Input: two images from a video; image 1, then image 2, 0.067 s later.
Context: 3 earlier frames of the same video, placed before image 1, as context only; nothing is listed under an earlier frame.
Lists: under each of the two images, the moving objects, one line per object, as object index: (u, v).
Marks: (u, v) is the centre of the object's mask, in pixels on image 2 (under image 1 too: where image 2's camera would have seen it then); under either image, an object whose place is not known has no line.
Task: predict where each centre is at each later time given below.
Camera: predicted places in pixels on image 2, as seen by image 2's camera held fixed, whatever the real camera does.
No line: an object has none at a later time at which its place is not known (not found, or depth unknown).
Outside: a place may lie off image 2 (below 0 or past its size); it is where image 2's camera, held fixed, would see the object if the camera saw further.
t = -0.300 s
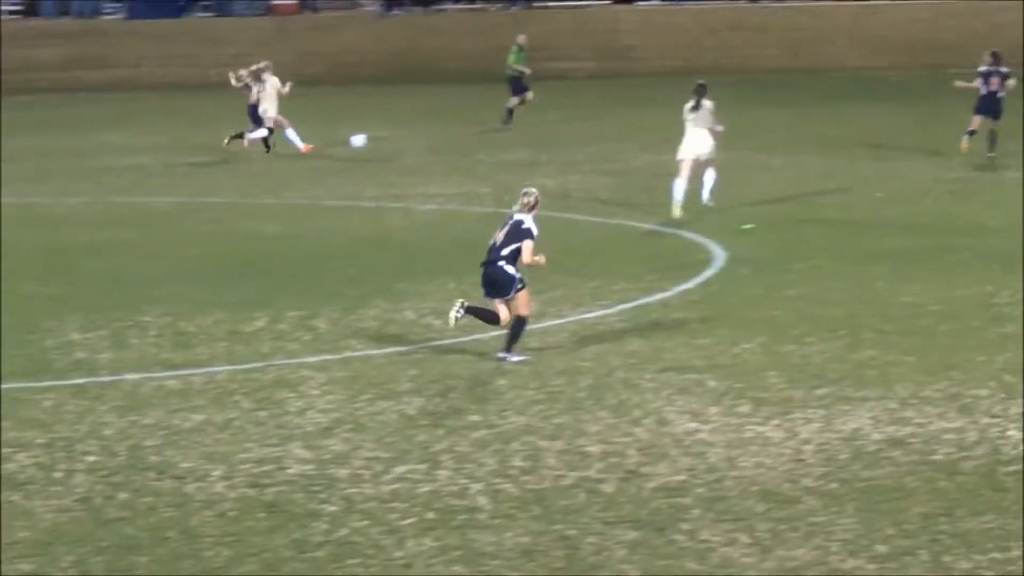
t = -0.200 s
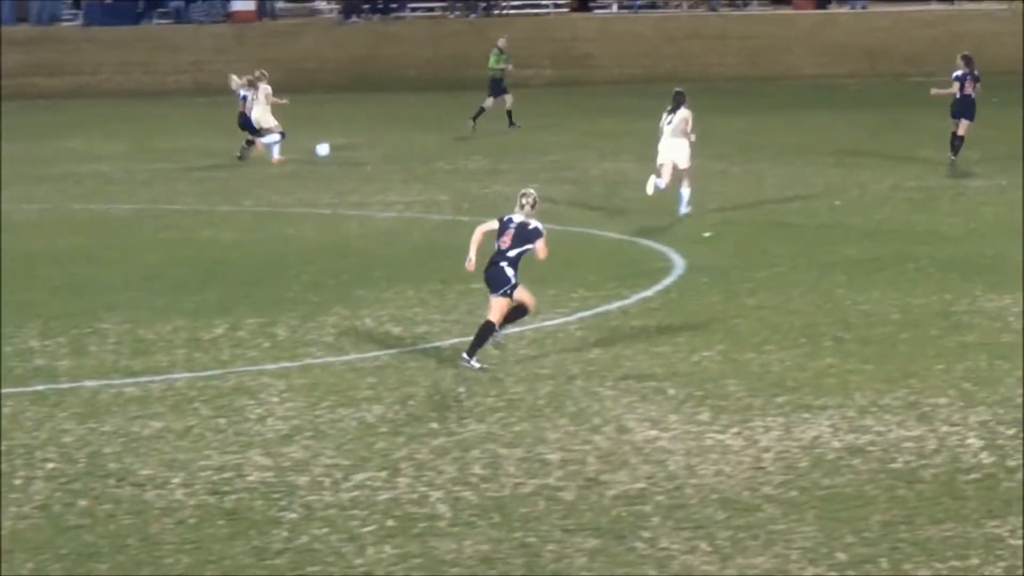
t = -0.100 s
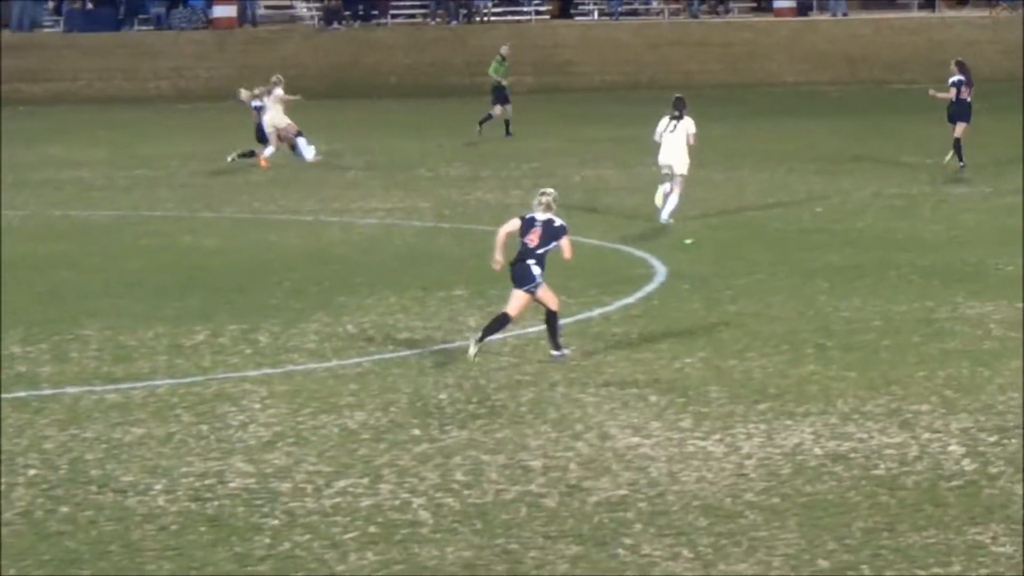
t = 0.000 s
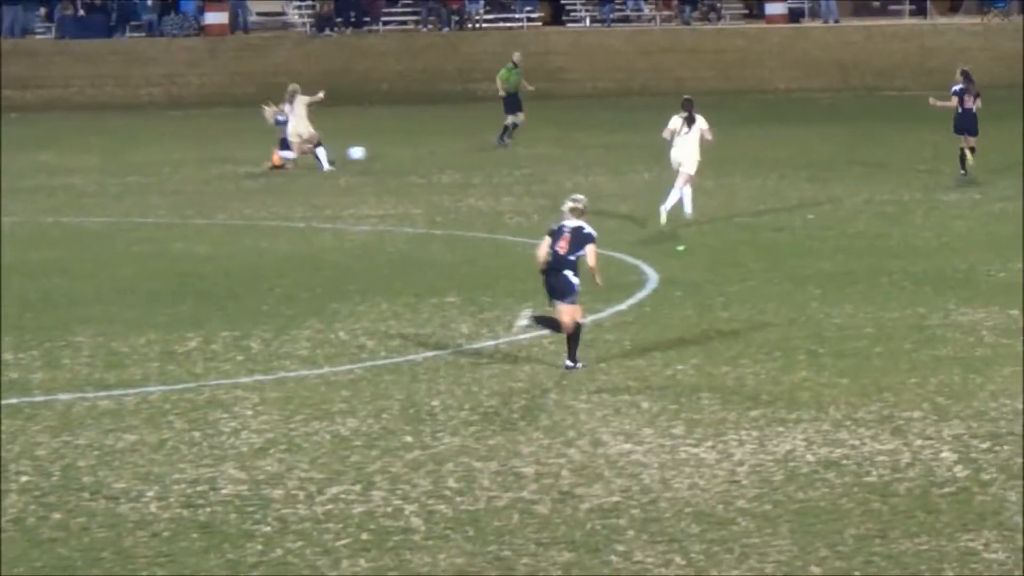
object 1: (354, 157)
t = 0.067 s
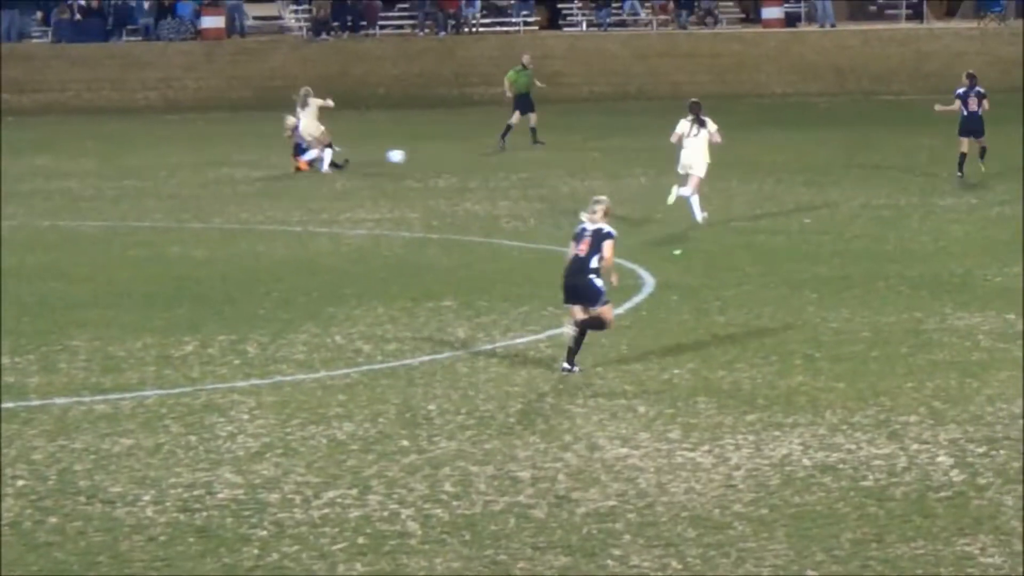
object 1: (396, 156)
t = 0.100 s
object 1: (417, 157)
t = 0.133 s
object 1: (438, 159)
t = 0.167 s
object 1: (458, 161)
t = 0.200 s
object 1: (477, 163)
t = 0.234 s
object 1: (495, 161)
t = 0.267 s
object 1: (511, 158)
